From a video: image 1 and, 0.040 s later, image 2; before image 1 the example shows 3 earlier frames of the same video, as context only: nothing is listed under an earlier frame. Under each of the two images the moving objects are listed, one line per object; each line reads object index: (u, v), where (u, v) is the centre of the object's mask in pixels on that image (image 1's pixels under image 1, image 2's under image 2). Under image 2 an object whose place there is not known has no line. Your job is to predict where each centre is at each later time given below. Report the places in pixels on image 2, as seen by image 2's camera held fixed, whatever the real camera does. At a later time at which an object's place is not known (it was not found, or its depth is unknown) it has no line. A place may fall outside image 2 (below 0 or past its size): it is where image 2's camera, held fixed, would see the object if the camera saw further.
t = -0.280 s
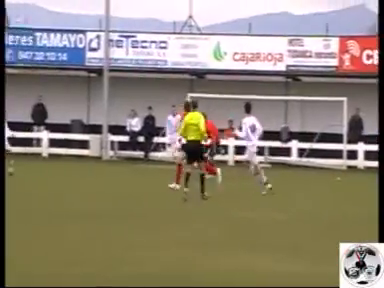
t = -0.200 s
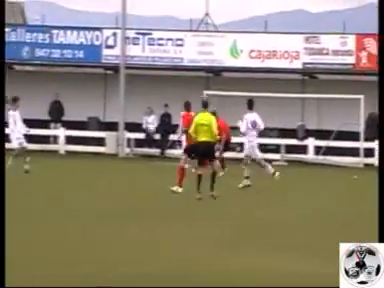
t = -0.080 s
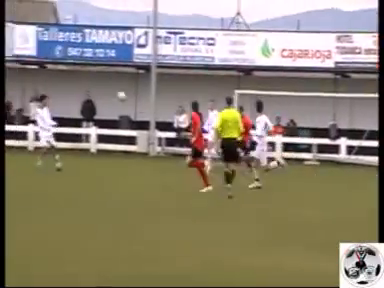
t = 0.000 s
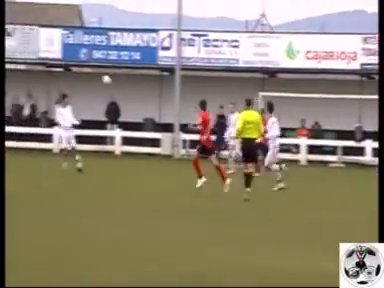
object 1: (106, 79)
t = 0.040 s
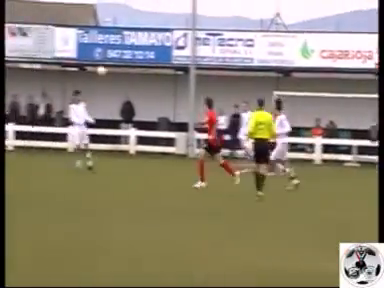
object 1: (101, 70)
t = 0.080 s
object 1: (82, 63)
